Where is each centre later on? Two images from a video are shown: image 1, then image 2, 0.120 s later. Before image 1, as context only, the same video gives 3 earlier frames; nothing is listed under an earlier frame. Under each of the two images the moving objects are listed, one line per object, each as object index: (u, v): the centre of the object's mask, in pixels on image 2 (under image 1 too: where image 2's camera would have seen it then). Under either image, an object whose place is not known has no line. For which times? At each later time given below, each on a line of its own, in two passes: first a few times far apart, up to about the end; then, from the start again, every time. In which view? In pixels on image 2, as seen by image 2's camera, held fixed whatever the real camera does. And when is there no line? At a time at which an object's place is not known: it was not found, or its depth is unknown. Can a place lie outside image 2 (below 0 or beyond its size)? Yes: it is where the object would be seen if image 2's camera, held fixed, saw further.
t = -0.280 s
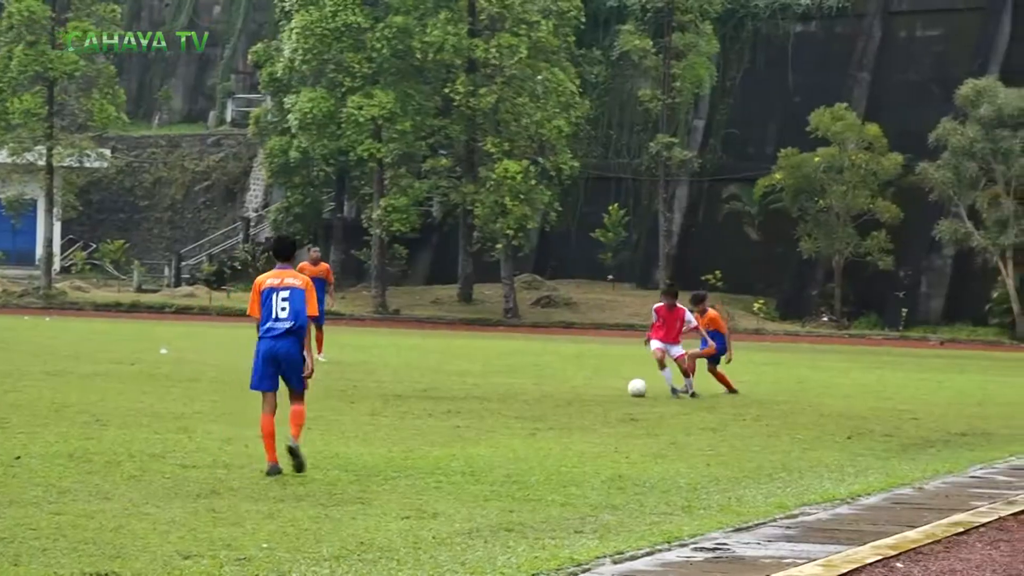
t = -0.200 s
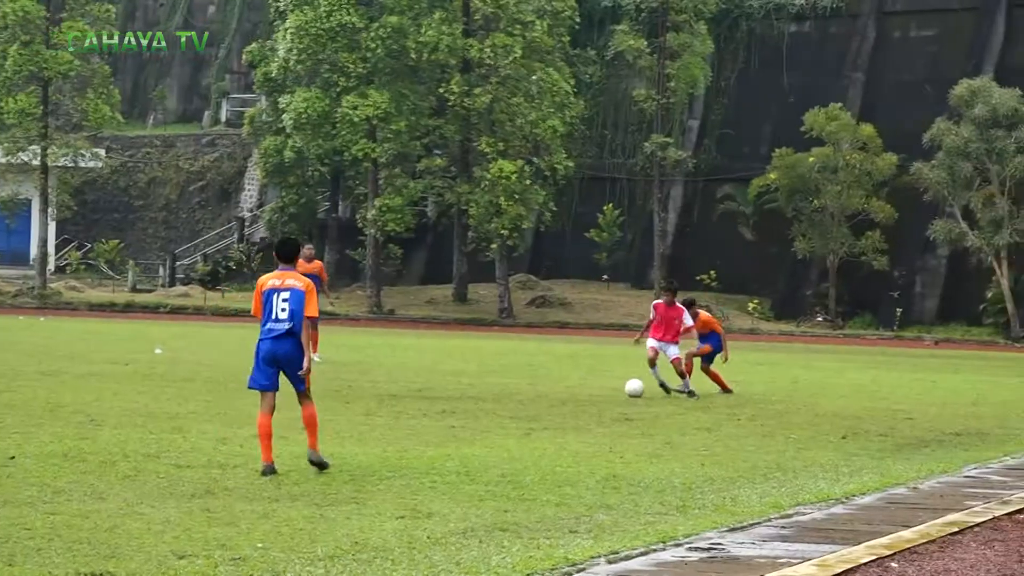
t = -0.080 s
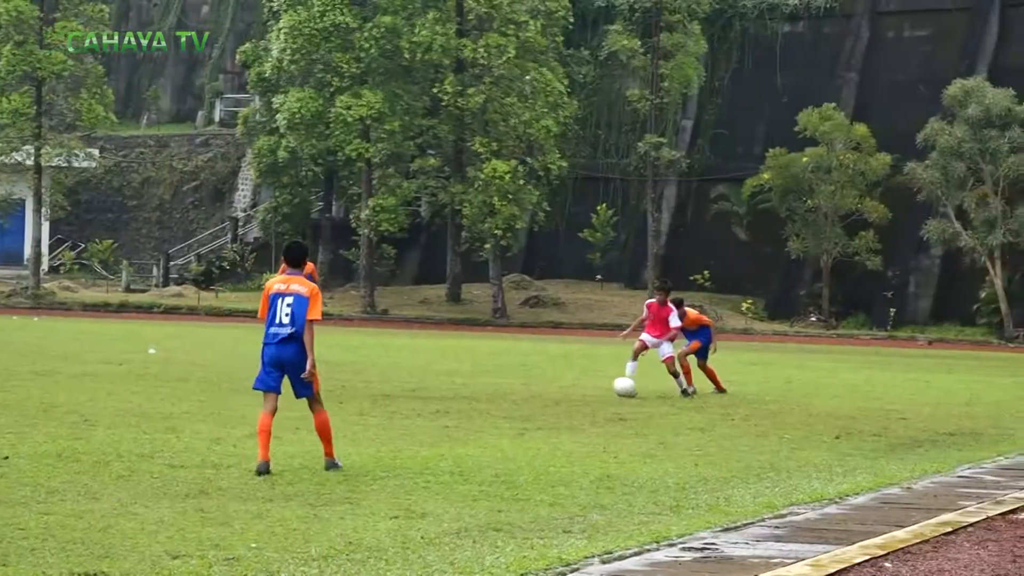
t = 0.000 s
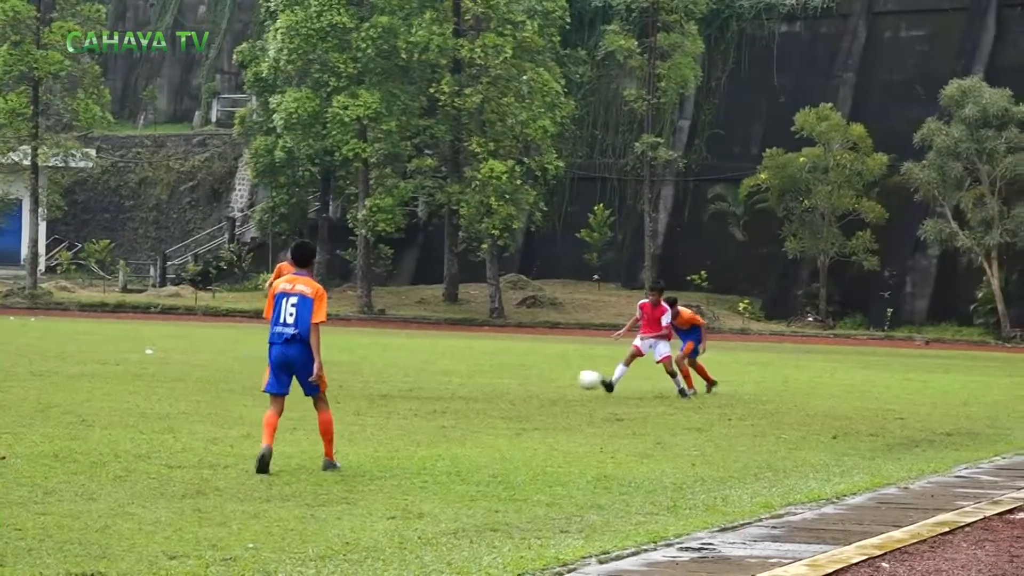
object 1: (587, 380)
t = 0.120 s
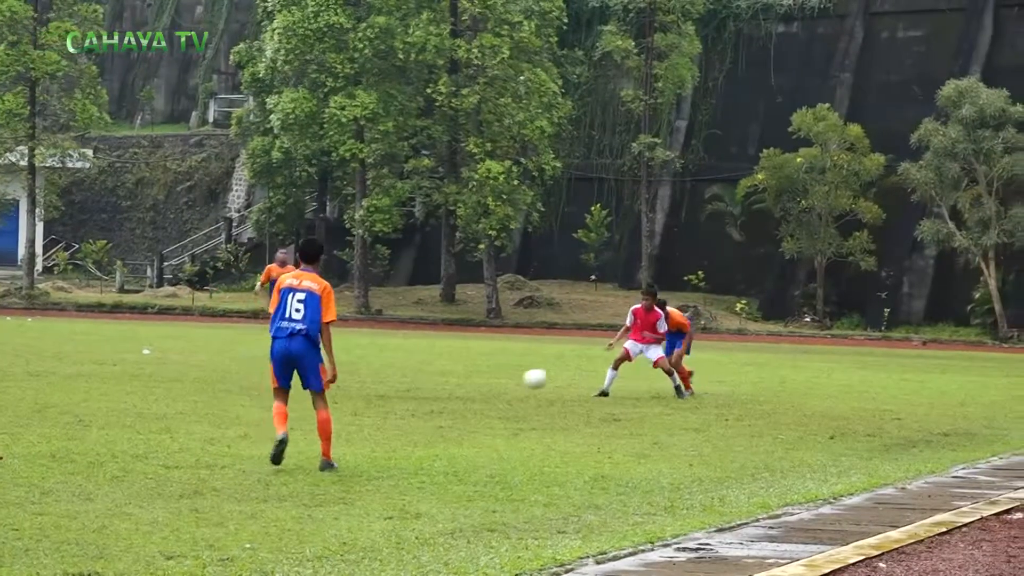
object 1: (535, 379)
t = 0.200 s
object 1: (499, 385)
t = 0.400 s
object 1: (416, 388)
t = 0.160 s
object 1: (517, 381)
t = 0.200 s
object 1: (499, 385)
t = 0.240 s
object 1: (481, 391)
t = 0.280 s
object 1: (464, 389)
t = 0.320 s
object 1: (448, 388)
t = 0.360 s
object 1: (433, 387)
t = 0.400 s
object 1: (416, 388)
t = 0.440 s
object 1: (400, 391)
